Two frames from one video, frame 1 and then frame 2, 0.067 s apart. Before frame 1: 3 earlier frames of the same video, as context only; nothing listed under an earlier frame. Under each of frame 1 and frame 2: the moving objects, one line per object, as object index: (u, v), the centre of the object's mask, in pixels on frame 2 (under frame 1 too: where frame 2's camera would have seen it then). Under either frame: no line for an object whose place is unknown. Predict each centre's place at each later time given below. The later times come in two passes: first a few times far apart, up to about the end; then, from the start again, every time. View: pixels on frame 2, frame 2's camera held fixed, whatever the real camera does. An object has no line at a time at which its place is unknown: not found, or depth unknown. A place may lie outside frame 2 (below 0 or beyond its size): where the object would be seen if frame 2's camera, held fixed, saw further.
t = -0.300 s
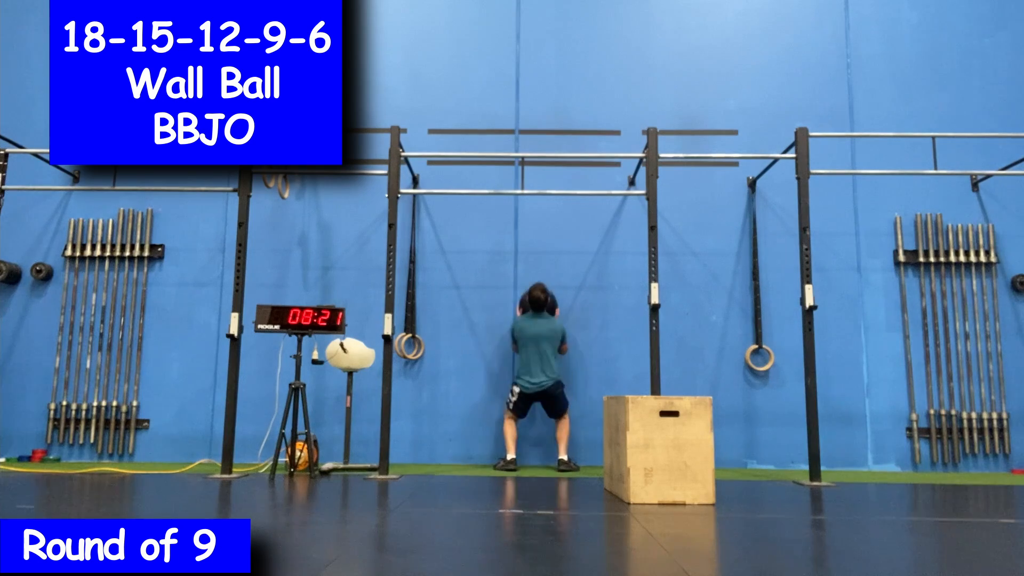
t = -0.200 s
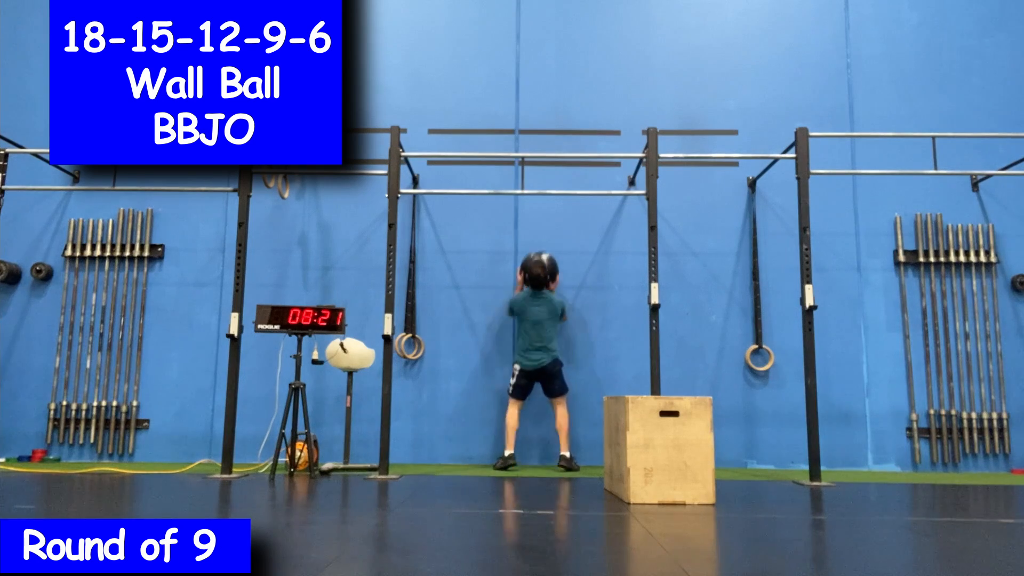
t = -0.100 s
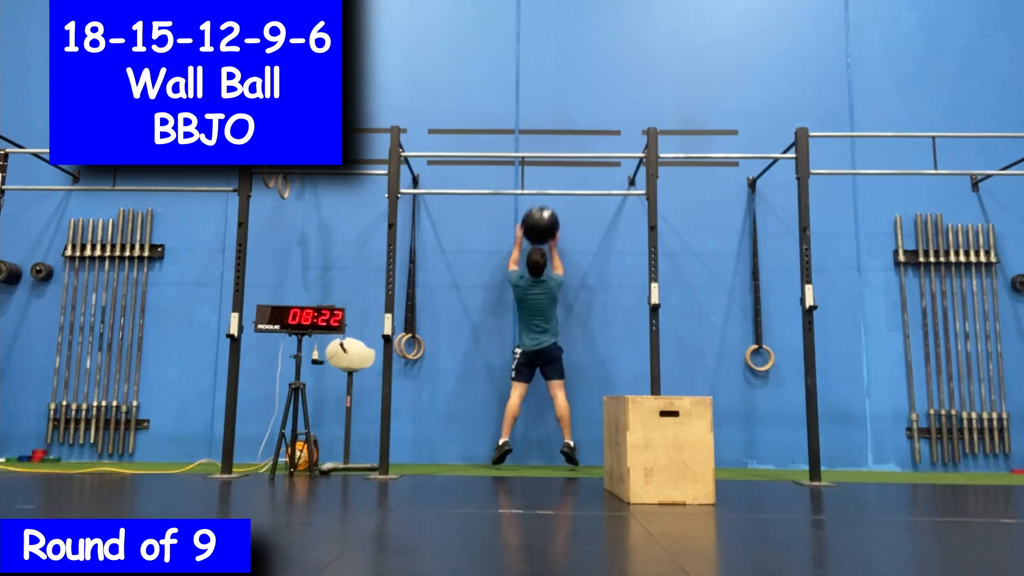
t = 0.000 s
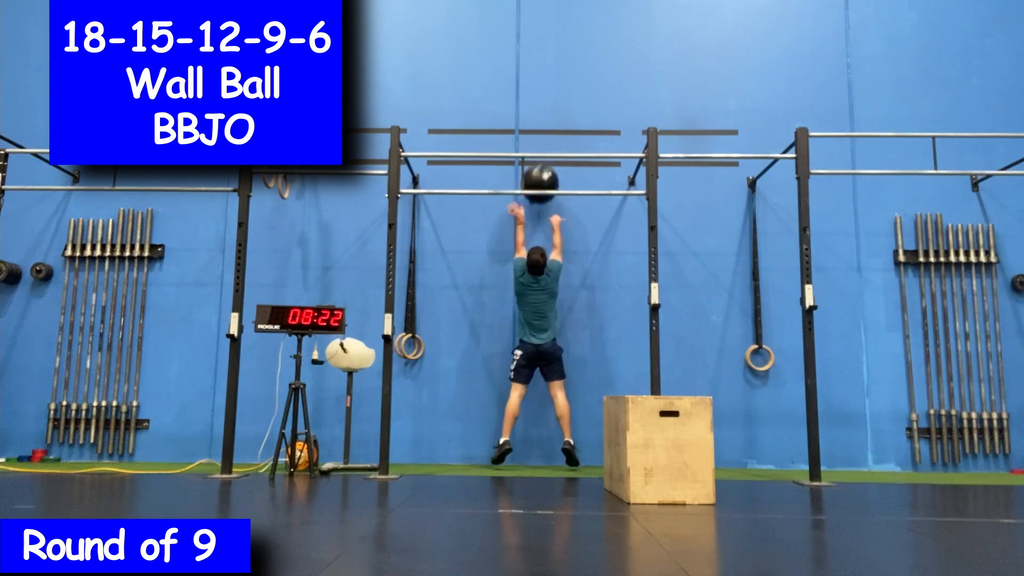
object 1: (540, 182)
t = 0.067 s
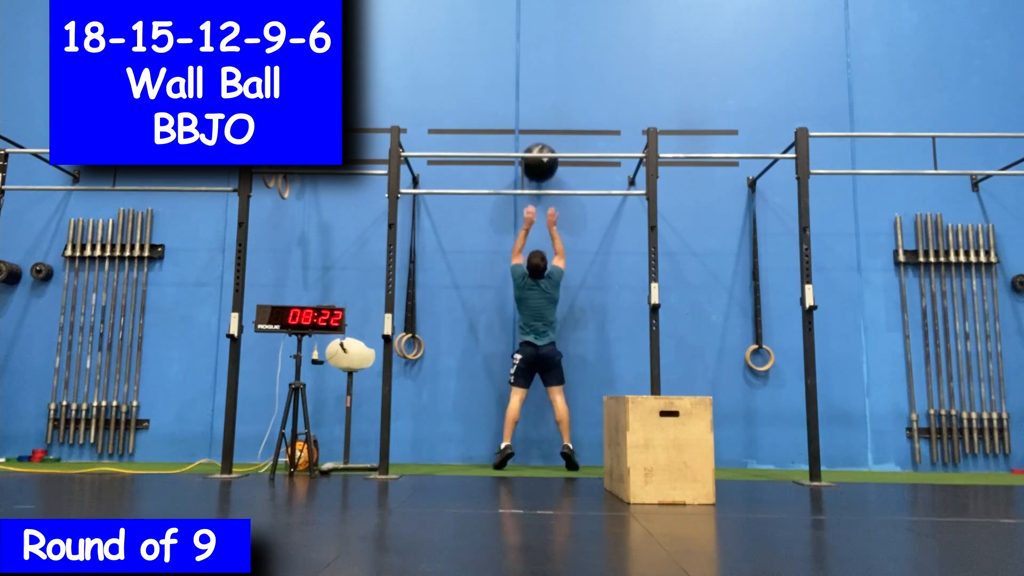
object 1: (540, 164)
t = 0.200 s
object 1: (538, 134)
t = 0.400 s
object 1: (538, 129)
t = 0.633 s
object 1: (538, 172)
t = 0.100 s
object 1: (539, 153)
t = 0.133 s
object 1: (539, 145)
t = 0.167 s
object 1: (539, 138)
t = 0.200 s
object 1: (538, 134)
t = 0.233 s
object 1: (538, 131)
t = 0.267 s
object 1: (538, 129)
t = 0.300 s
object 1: (538, 128)
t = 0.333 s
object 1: (537, 128)
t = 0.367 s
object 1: (537, 128)
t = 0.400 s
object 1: (538, 129)
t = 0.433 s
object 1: (538, 131)
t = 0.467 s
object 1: (538, 134)
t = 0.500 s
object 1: (538, 137)
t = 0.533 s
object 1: (538, 141)
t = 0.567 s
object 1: (538, 152)
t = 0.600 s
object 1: (538, 162)
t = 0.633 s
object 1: (538, 172)
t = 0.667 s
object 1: (538, 177)
